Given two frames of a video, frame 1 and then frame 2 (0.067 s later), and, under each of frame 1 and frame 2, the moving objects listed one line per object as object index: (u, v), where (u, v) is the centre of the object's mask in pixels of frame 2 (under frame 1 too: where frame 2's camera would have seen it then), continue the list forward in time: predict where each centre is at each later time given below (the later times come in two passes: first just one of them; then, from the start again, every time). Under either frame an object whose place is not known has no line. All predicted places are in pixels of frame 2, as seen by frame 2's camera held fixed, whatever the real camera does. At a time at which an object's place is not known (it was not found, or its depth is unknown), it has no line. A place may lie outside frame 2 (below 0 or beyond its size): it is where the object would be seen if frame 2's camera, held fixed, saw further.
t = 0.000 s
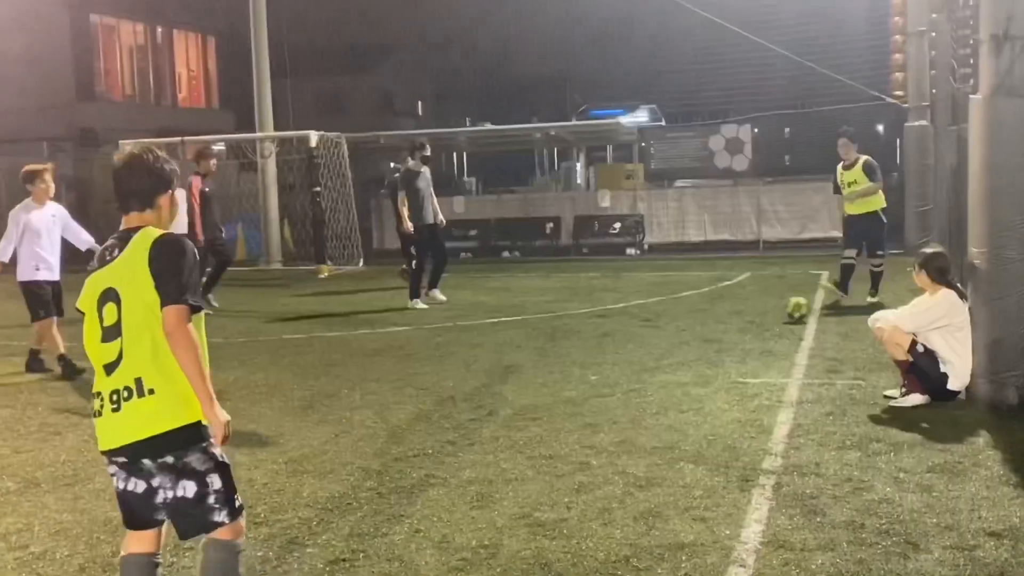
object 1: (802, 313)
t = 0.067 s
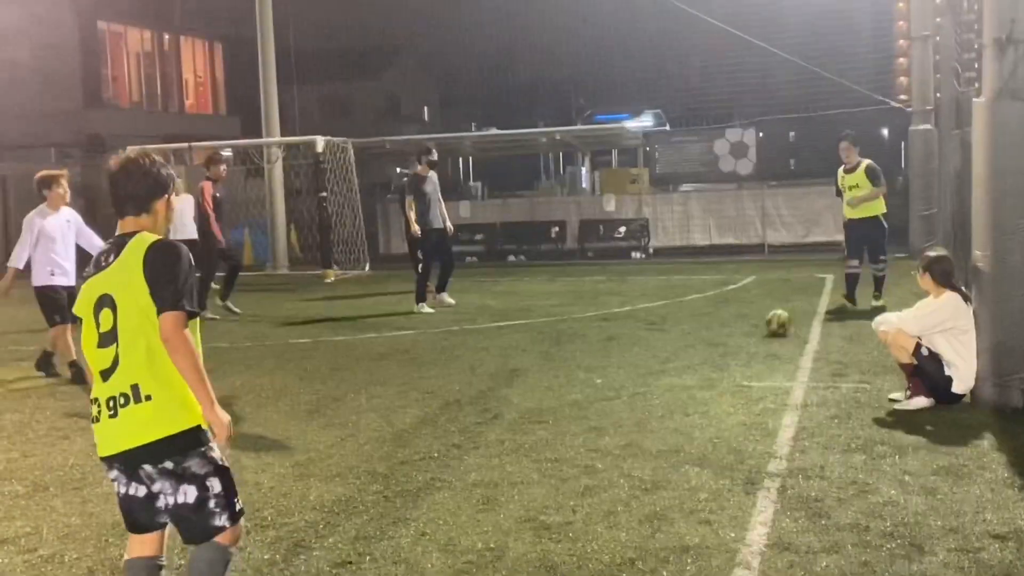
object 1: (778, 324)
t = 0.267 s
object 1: (700, 354)
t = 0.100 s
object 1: (765, 327)
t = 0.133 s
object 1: (754, 332)
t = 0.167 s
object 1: (741, 337)
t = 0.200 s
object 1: (727, 343)
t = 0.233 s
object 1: (713, 349)
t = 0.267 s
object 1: (700, 354)
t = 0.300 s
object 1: (686, 360)
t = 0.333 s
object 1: (672, 365)
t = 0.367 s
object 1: (657, 370)
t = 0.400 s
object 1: (640, 378)
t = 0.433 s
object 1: (626, 382)
